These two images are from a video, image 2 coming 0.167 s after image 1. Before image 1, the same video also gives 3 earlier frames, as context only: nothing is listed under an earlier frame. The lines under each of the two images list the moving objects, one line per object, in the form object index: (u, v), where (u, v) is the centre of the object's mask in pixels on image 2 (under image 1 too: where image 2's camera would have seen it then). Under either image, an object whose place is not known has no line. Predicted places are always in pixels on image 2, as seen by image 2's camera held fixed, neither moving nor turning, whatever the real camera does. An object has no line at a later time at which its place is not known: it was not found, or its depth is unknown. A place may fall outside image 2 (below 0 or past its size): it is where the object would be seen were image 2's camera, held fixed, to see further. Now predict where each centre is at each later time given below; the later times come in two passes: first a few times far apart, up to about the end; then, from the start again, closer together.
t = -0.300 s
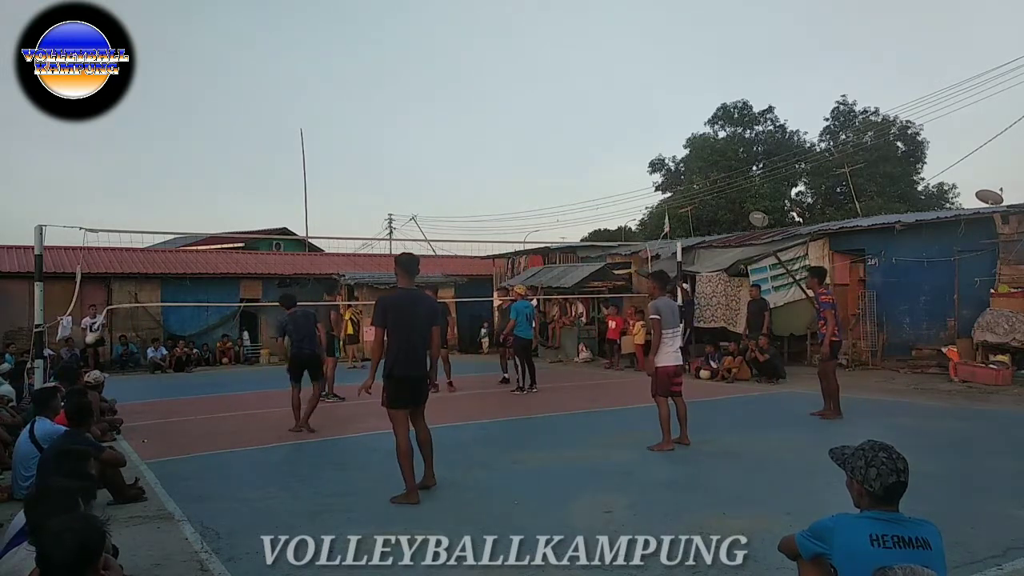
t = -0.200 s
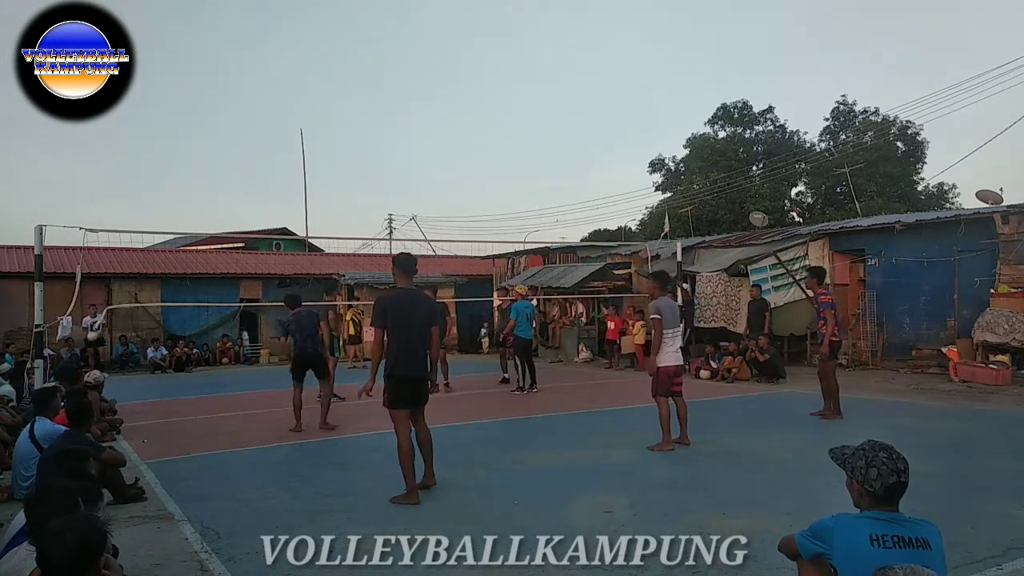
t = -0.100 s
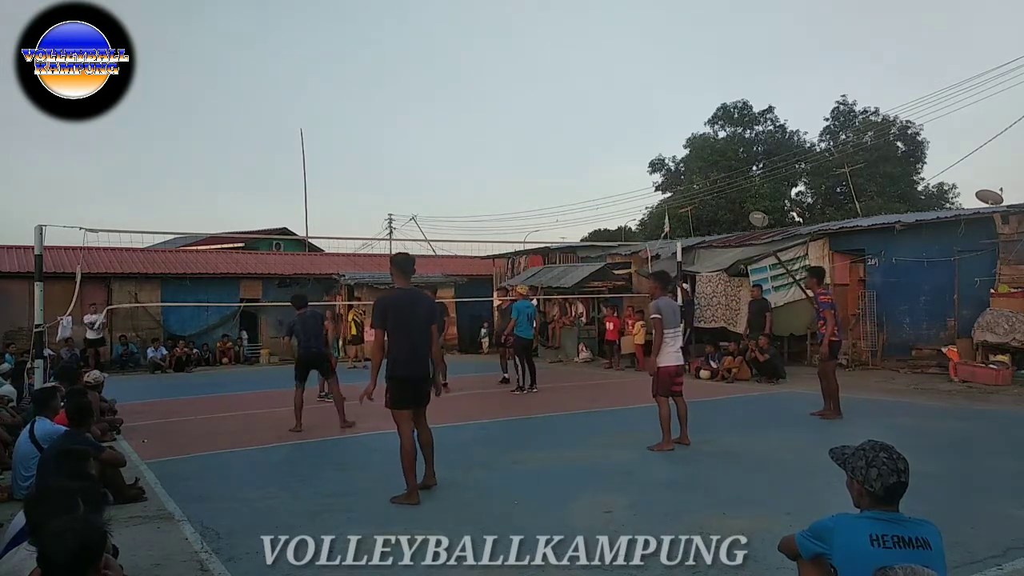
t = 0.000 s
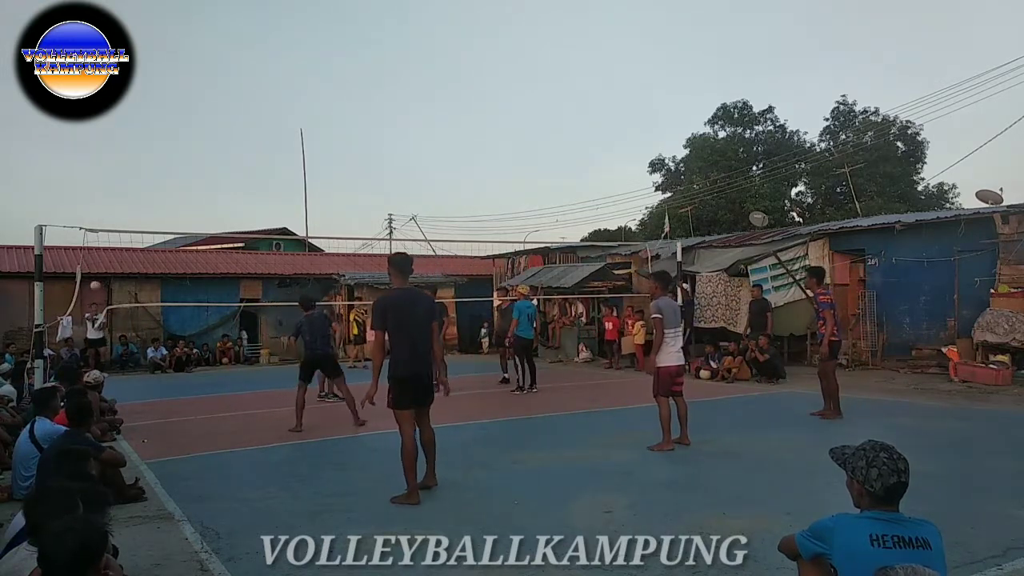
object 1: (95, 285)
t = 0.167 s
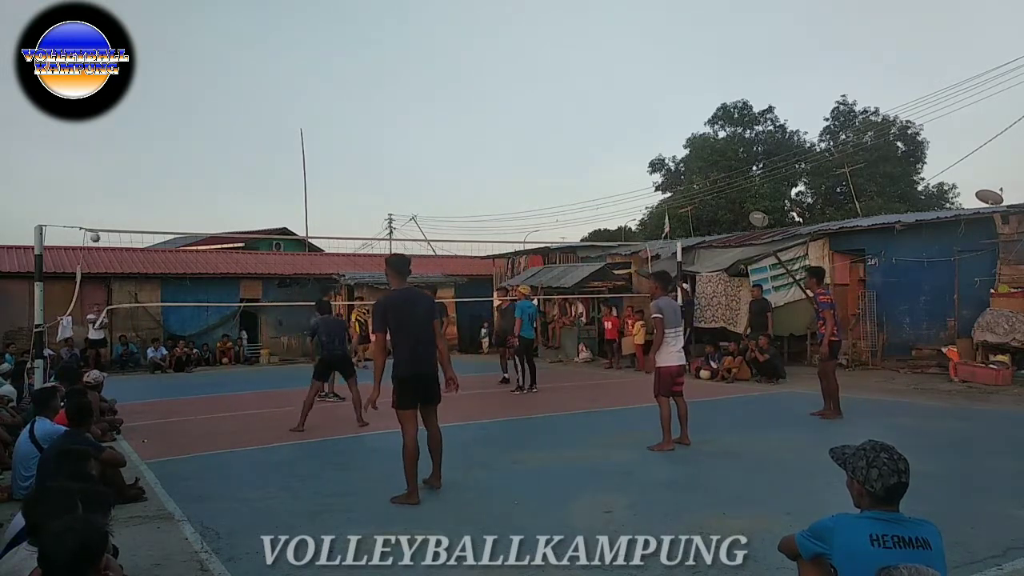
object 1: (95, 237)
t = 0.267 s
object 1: (94, 214)
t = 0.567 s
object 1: (93, 171)
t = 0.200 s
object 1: (95, 229)
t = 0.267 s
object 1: (94, 214)
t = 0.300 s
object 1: (95, 207)
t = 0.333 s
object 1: (94, 201)
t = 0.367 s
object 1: (95, 196)
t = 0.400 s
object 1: (94, 190)
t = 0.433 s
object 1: (94, 185)
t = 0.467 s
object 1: (94, 181)
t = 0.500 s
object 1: (94, 177)
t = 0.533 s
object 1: (94, 174)
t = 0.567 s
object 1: (93, 171)
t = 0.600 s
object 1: (93, 168)
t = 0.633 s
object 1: (93, 166)
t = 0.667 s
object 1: (93, 164)
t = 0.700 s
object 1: (93, 164)
